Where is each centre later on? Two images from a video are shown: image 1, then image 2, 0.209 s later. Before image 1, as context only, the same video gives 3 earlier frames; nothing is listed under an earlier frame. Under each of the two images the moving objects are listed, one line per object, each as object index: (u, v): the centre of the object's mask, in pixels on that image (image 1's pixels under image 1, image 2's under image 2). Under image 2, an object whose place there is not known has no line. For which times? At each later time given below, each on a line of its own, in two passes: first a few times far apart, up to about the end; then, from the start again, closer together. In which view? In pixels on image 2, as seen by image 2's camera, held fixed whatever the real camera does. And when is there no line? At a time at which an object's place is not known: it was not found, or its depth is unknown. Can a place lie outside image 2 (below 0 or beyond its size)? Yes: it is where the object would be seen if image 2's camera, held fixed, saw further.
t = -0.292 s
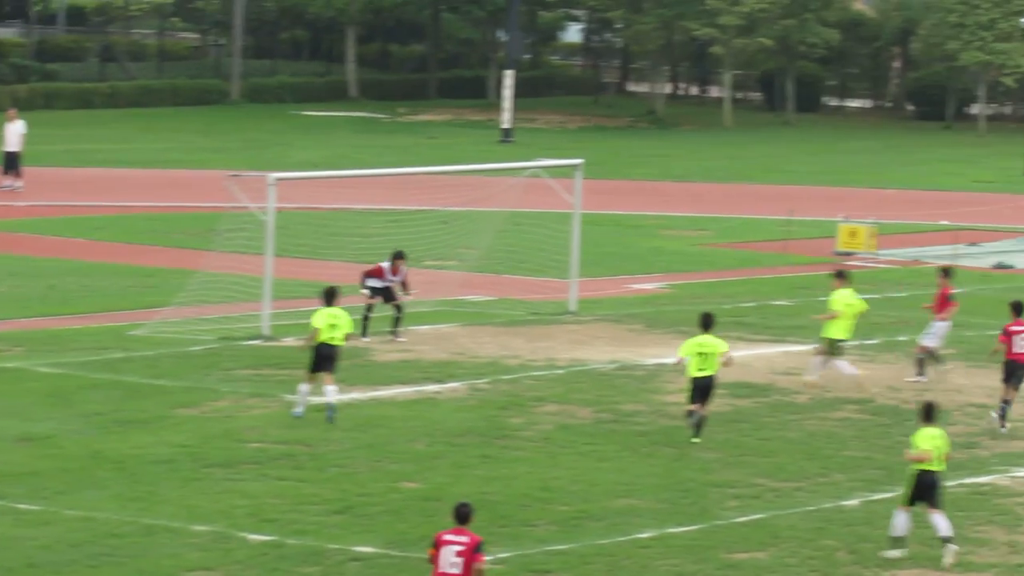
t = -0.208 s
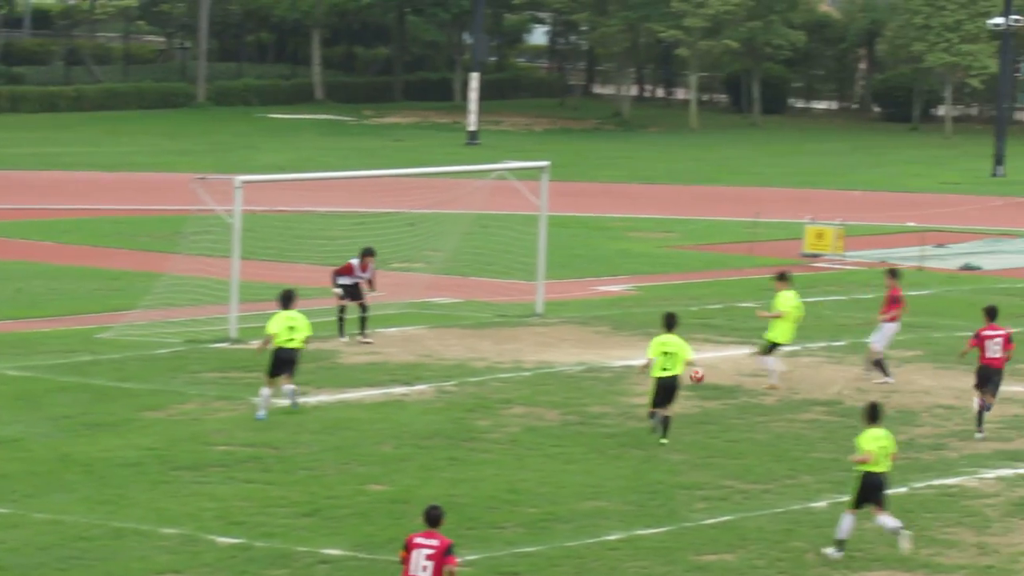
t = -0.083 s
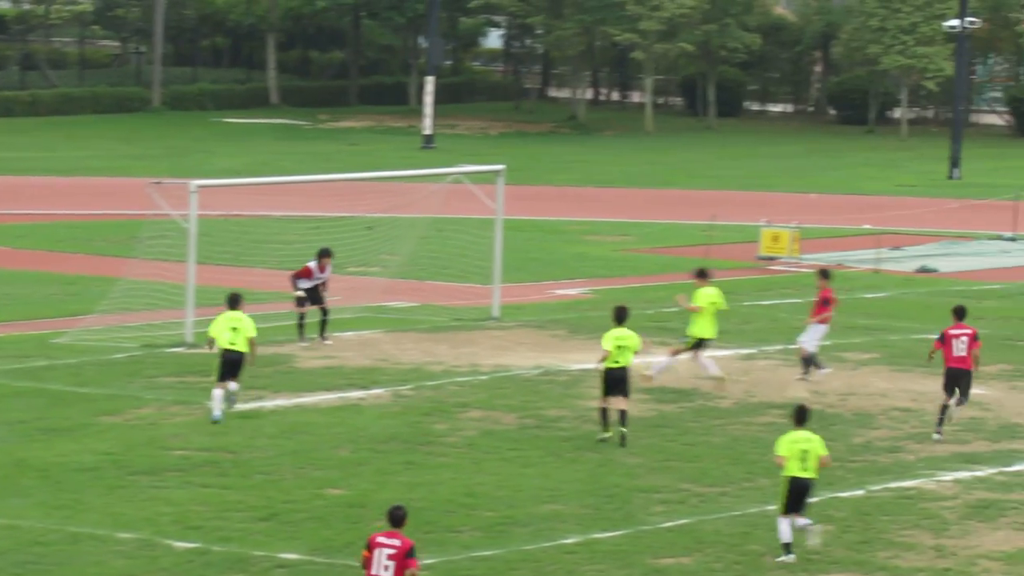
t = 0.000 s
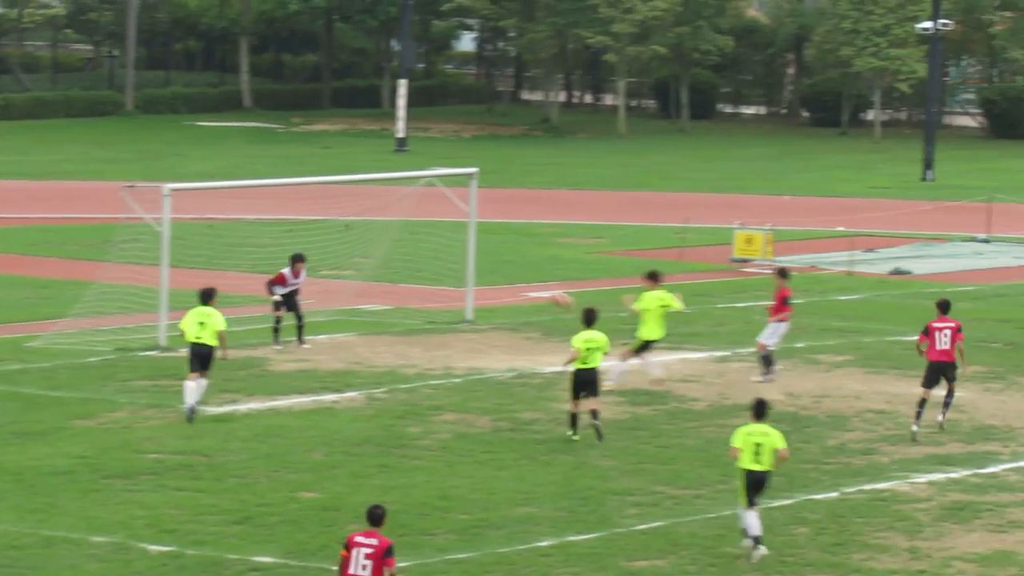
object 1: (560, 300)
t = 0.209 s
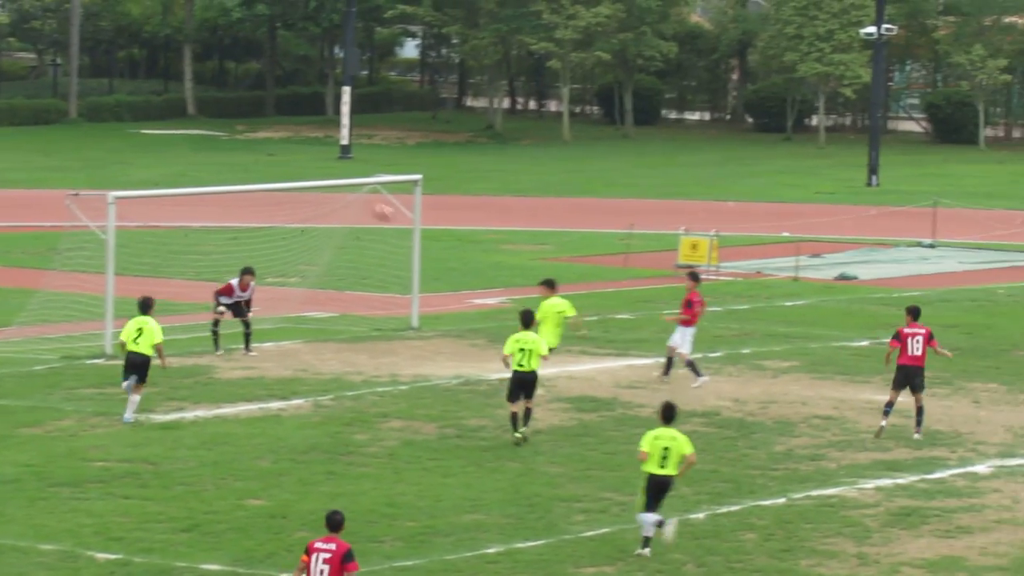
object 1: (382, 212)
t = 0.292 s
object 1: (334, 182)
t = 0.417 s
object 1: (265, 146)
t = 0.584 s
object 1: (171, 113)
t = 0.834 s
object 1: (35, 96)
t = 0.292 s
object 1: (334, 182)
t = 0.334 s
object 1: (310, 169)
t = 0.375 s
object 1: (287, 157)
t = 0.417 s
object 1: (265, 146)
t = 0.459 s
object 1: (240, 135)
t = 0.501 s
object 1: (217, 127)
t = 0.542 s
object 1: (194, 119)
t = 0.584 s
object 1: (171, 113)
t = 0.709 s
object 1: (102, 99)
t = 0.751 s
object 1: (79, 97)
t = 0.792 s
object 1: (56, 96)
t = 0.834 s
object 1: (35, 96)
